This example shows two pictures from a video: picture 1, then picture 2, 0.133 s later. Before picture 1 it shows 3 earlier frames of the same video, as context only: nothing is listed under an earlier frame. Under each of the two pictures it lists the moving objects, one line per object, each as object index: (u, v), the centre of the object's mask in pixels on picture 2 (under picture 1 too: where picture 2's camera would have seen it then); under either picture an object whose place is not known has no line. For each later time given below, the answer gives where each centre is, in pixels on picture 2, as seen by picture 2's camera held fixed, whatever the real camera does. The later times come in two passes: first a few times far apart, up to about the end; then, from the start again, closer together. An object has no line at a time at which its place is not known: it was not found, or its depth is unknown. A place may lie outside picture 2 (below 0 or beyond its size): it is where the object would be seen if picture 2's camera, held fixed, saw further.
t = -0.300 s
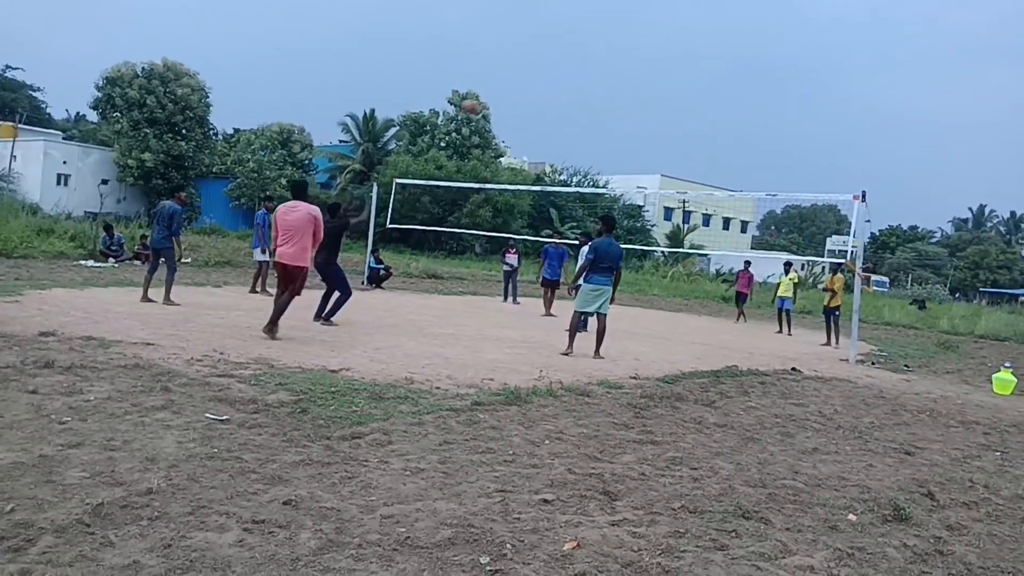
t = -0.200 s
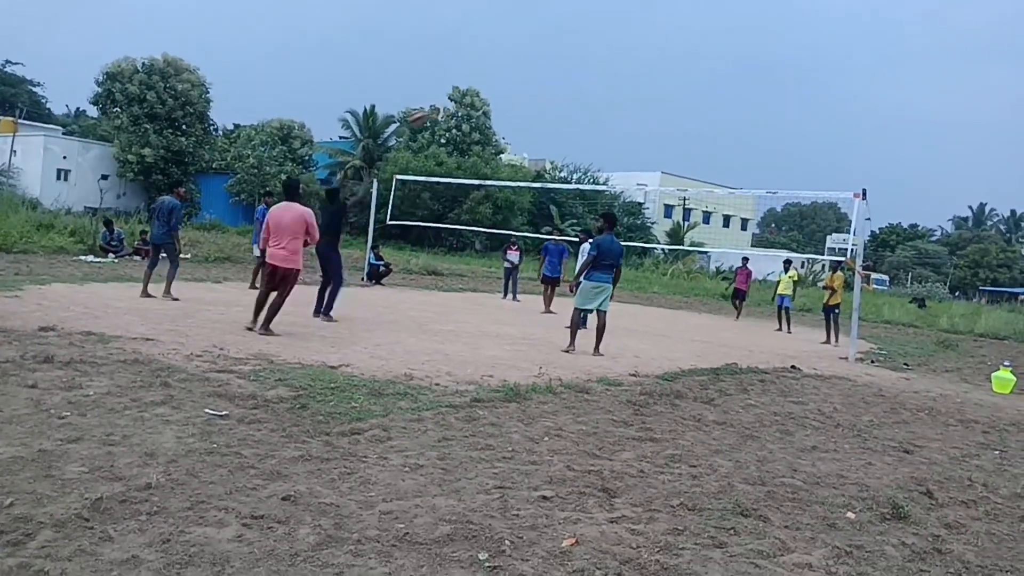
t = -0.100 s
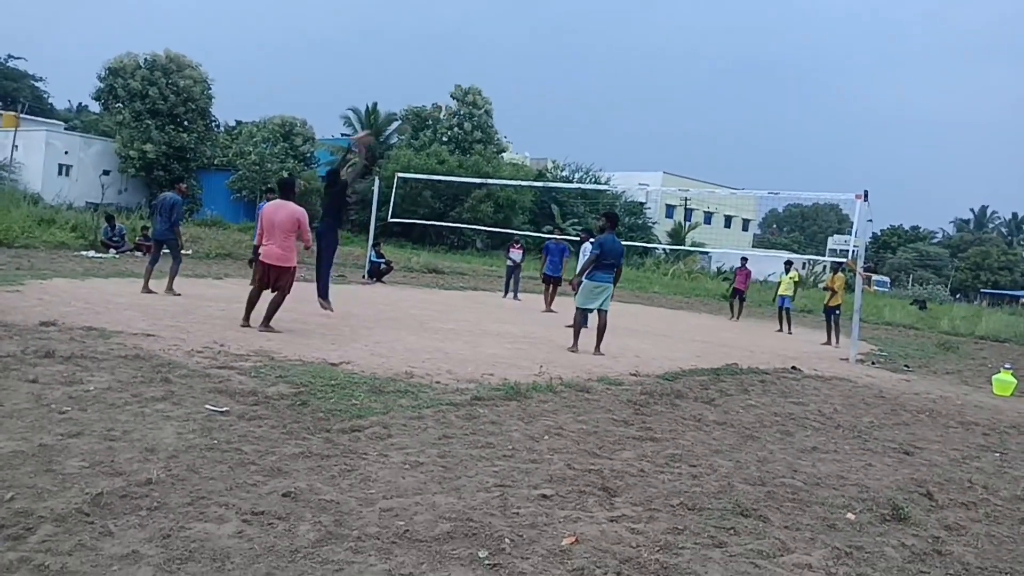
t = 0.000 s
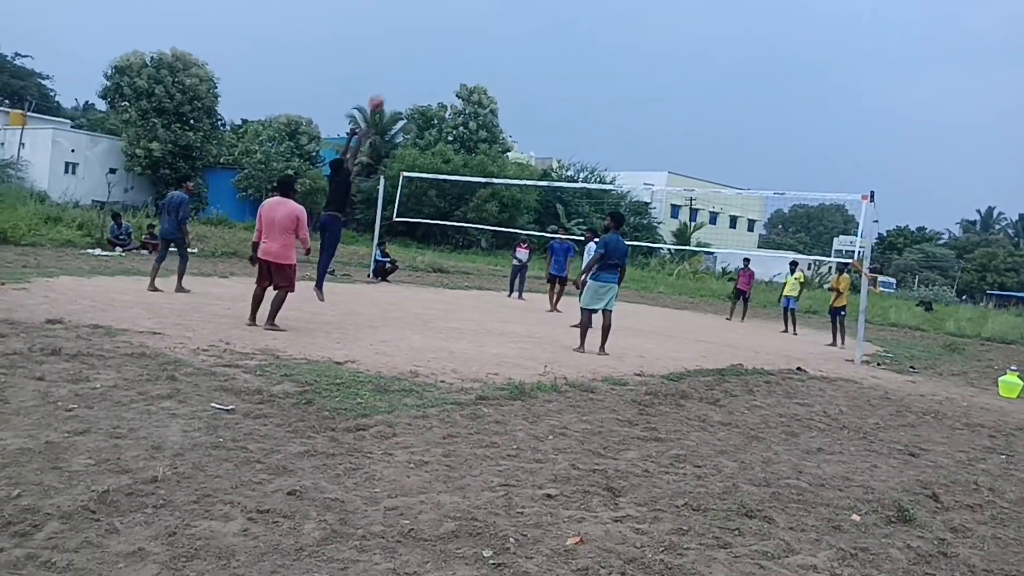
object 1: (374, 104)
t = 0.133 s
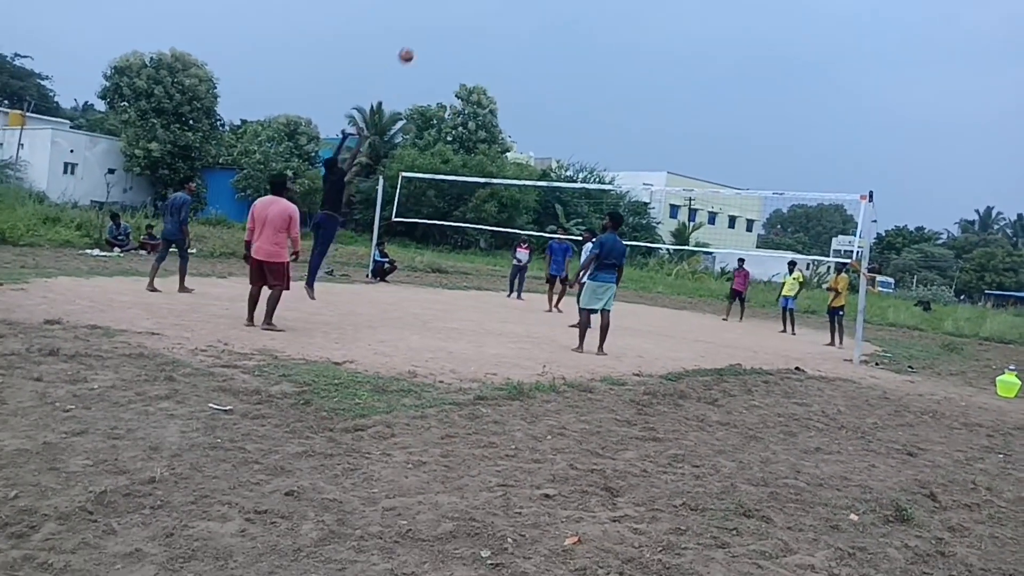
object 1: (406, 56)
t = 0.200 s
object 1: (420, 37)
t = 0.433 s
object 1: (462, -1)
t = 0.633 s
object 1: (495, -2)
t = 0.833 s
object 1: (520, 23)
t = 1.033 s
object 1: (543, 71)
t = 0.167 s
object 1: (413, 46)
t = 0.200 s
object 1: (420, 37)
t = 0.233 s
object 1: (427, 29)
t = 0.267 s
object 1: (432, 22)
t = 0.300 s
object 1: (438, 16)
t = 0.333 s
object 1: (445, 10)
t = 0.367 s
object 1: (451, 6)
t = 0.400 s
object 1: (457, 2)
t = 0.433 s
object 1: (462, -1)
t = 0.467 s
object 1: (467, -3)
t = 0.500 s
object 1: (473, -4)
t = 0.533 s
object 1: (479, -4)
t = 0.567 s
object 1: (484, -4)
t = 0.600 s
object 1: (490, -3)
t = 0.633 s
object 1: (495, -2)
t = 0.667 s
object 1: (499, 1)
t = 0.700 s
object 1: (504, 4)
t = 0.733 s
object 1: (508, 7)
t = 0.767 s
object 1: (512, 12)
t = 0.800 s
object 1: (517, 17)
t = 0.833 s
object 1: (520, 23)
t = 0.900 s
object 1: (528, 36)
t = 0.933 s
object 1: (532, 44)
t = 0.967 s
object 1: (535, 53)
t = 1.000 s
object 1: (539, 61)
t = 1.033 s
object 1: (543, 71)
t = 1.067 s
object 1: (545, 81)
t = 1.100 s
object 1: (548, 92)
